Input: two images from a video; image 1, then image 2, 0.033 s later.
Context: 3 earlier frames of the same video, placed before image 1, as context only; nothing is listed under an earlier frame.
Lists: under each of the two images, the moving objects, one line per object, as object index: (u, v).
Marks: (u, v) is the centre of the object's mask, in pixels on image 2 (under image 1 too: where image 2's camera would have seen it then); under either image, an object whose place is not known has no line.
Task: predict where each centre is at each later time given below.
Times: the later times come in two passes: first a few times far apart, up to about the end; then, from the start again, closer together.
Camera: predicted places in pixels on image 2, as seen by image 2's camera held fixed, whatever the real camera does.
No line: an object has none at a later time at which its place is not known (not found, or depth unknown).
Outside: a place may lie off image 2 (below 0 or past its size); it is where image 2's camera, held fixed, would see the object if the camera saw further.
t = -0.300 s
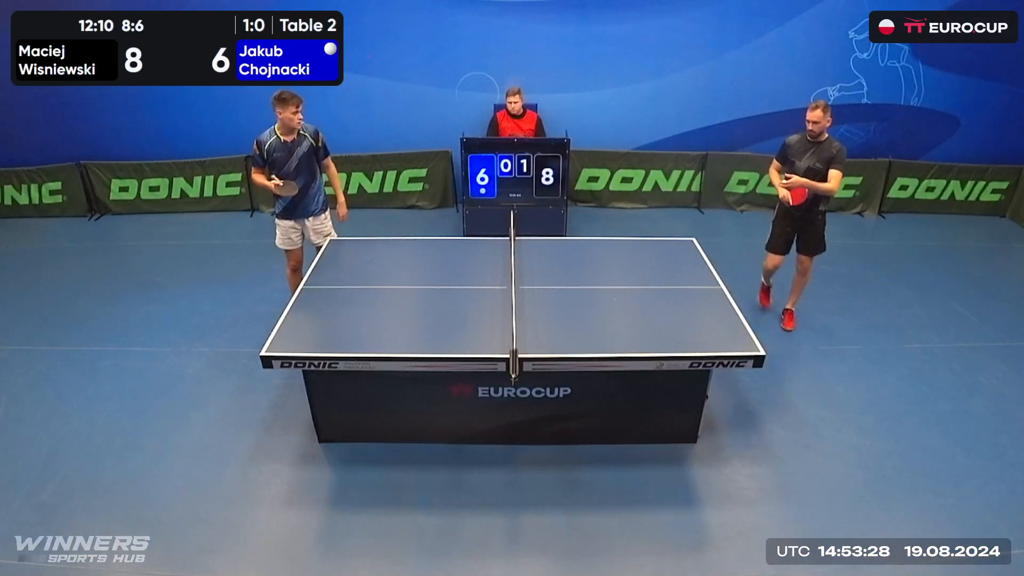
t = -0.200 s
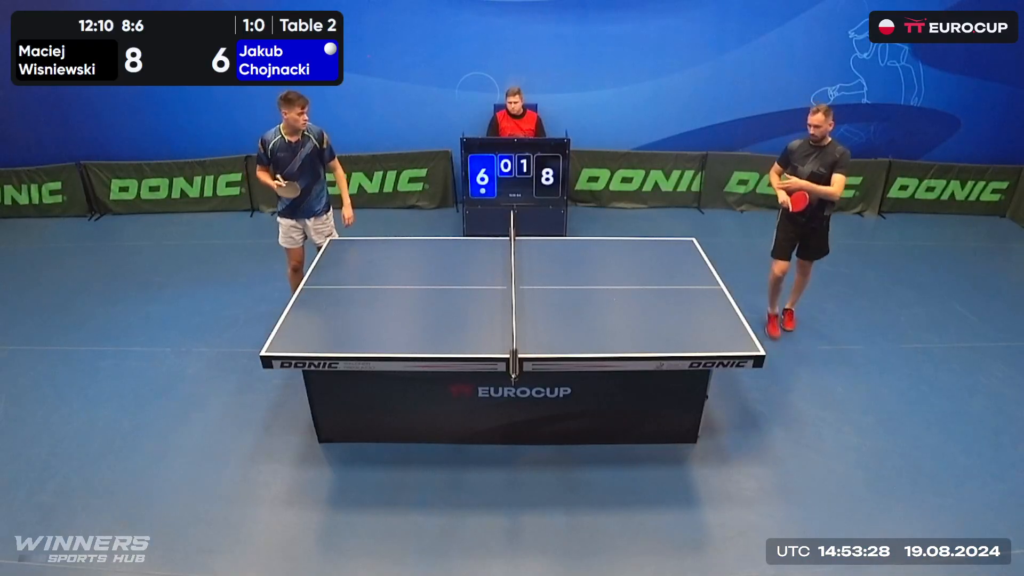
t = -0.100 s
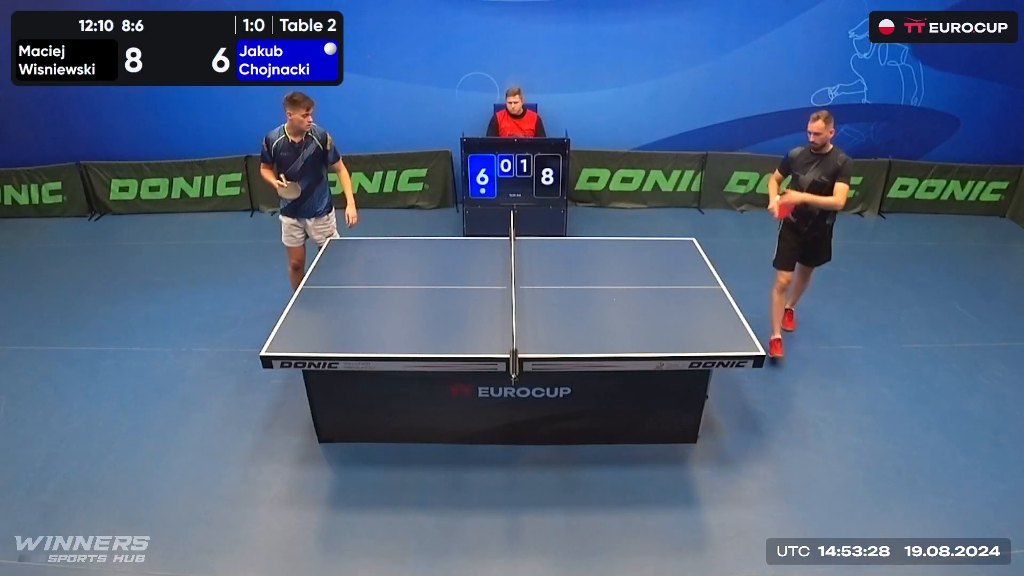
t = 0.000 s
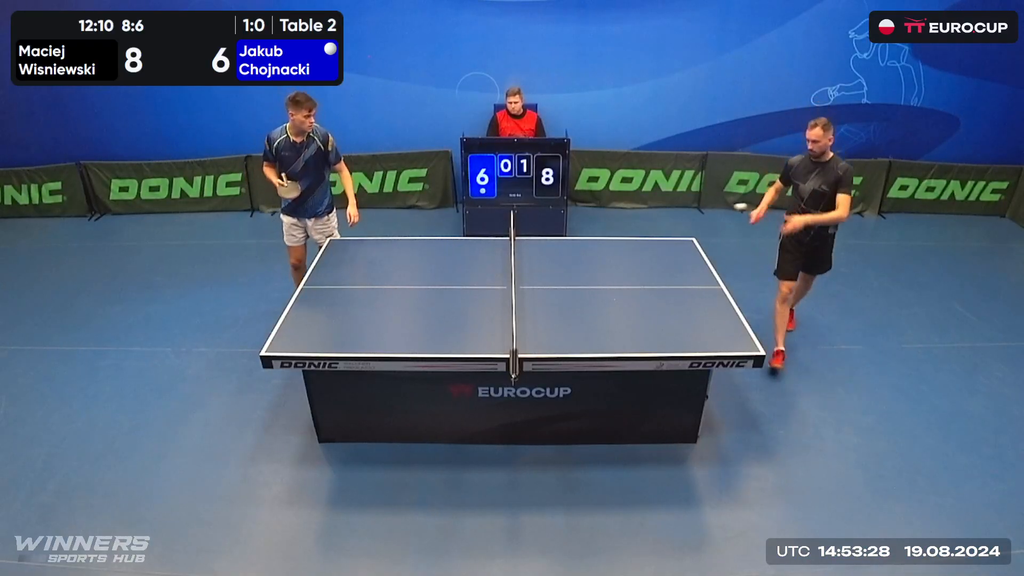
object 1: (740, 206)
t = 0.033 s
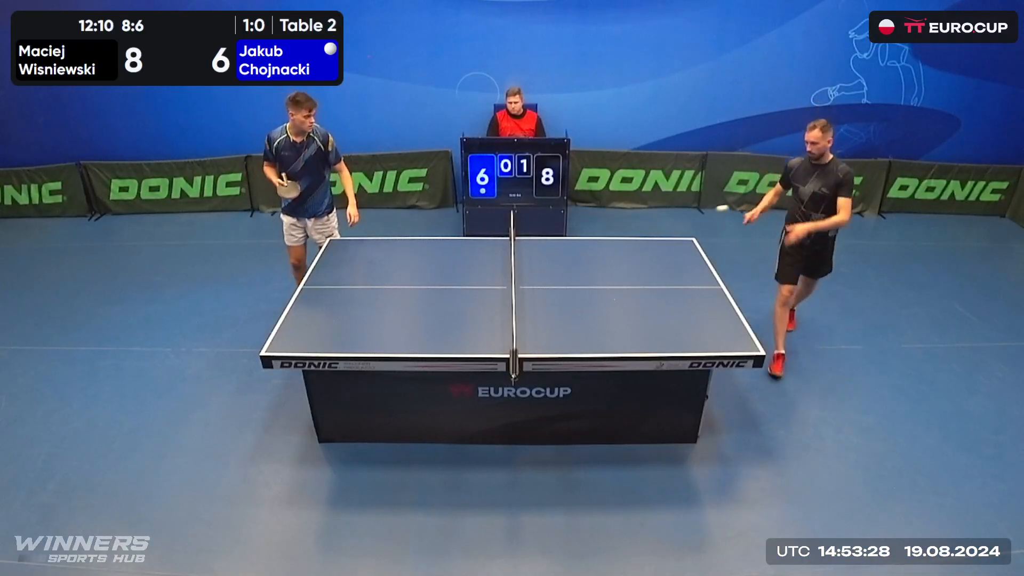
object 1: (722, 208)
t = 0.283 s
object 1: (597, 244)
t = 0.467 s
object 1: (542, 213)
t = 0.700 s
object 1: (475, 240)
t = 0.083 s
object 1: (695, 213)
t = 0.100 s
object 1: (685, 216)
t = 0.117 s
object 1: (676, 219)
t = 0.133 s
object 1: (667, 223)
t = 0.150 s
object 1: (658, 226)
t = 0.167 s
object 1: (649, 231)
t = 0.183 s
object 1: (641, 234)
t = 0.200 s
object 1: (632, 240)
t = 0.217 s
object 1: (623, 244)
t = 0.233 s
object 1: (615, 250)
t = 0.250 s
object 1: (608, 251)
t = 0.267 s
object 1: (602, 249)
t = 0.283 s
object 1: (597, 244)
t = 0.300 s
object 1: (592, 240)
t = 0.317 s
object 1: (586, 235)
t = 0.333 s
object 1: (582, 231)
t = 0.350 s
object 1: (577, 227)
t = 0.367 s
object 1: (572, 225)
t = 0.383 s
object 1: (567, 221)
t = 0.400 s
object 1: (562, 219)
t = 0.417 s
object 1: (557, 217)
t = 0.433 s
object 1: (552, 215)
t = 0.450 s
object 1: (547, 214)
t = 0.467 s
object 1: (542, 213)
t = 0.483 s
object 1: (537, 213)
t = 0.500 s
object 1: (532, 213)
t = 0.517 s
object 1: (527, 213)
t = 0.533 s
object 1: (522, 213)
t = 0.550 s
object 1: (517, 214)
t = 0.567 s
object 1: (512, 216)
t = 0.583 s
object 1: (507, 218)
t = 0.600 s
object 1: (502, 220)
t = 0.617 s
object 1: (498, 222)
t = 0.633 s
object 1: (493, 225)
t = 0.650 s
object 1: (489, 228)
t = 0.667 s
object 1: (484, 232)
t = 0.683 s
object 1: (480, 235)
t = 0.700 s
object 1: (475, 240)
